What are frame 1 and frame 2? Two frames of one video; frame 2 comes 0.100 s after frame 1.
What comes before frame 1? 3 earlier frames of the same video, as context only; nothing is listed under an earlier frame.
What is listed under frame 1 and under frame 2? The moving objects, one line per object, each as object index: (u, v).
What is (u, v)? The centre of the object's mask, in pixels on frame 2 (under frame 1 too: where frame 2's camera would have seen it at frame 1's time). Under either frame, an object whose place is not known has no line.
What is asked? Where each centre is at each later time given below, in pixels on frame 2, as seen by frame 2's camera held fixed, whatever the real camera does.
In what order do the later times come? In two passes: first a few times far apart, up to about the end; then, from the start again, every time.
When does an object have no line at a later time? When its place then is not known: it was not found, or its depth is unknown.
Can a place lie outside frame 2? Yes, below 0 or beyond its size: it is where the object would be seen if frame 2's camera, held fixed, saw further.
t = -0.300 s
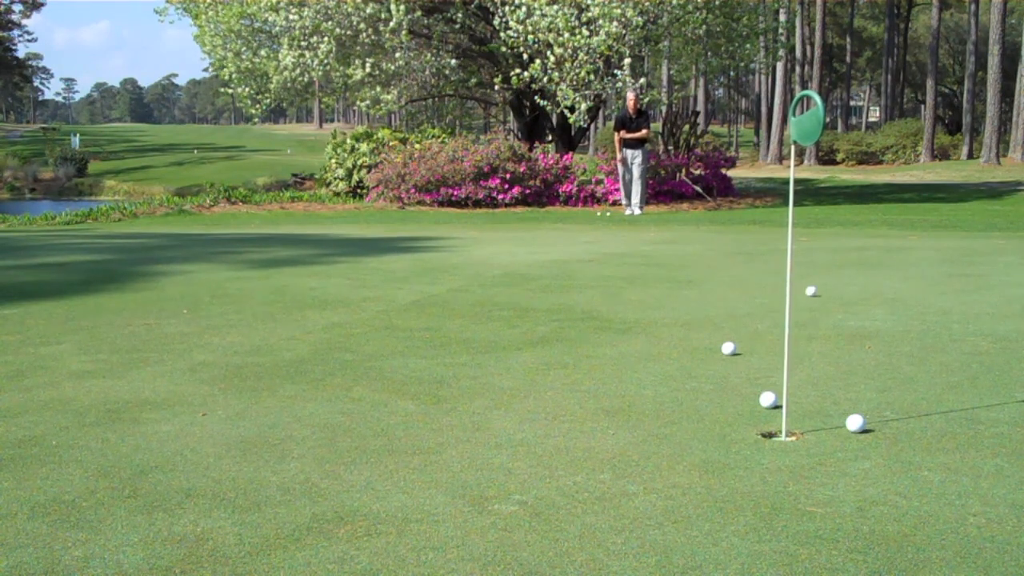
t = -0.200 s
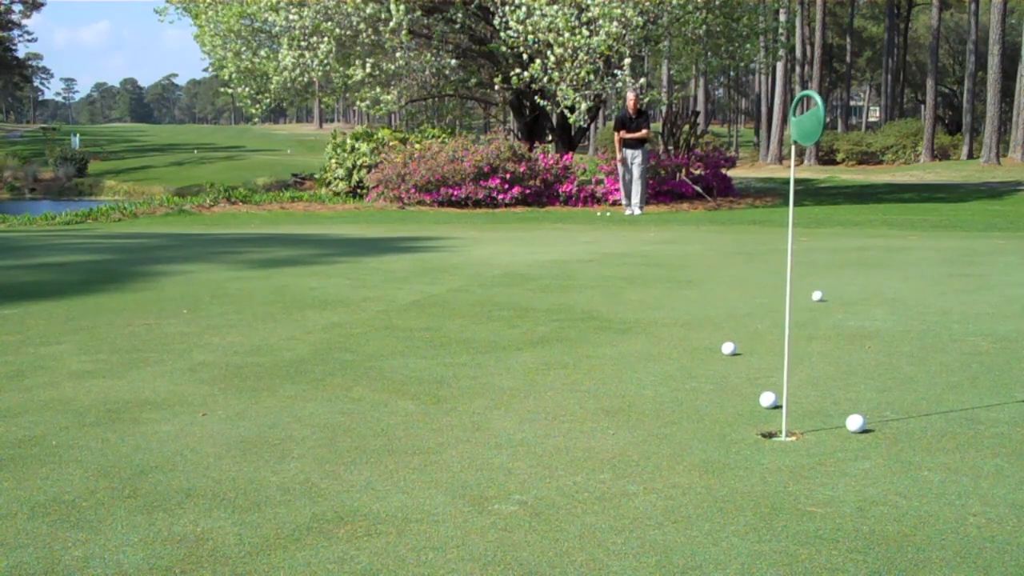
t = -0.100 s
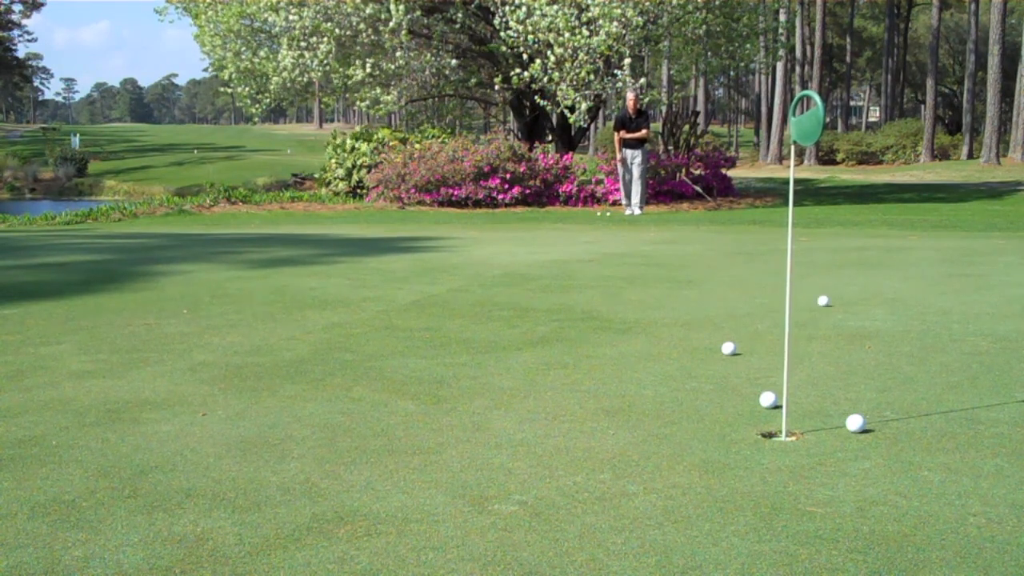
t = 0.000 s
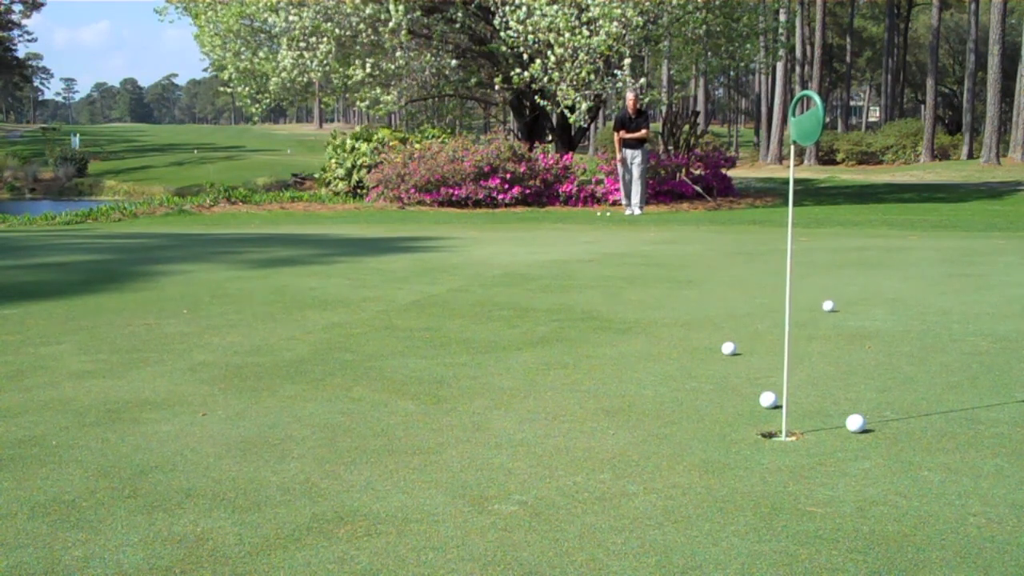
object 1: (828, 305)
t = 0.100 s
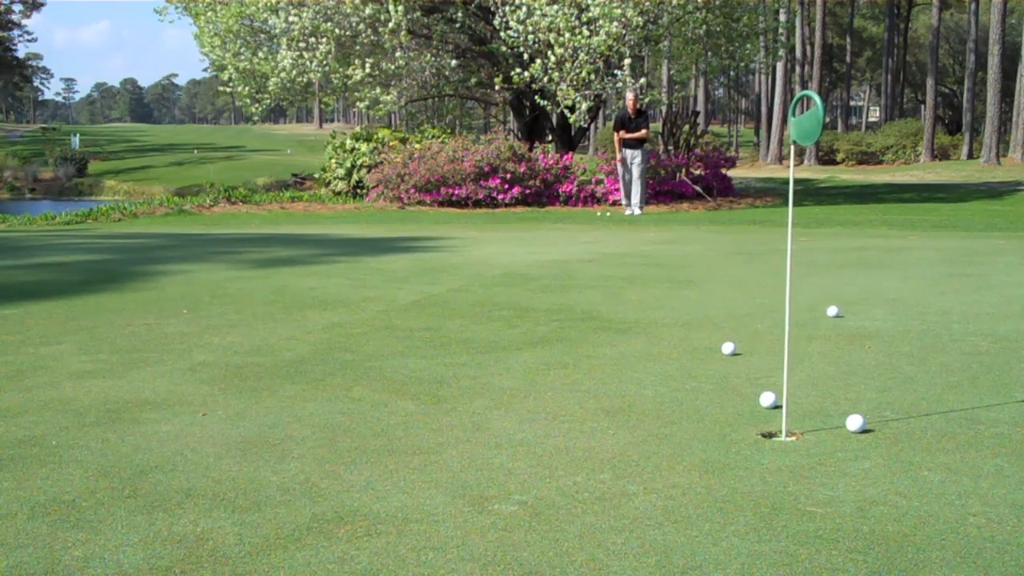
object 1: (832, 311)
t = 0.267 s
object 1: (838, 320)
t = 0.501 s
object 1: (842, 335)
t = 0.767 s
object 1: (841, 351)
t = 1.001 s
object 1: (835, 364)
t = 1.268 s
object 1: (822, 380)
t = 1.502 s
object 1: (807, 393)
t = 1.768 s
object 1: (782, 405)
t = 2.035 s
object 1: (756, 415)
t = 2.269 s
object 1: (734, 421)
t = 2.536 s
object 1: (717, 425)
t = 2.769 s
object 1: (706, 427)
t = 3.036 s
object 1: (703, 427)
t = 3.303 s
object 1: (703, 427)
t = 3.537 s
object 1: (703, 427)
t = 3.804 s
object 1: (703, 427)
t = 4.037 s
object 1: (703, 427)
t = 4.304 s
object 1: (703, 427)
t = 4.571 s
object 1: (703, 427)
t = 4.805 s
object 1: (703, 427)
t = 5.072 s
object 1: (703, 427)
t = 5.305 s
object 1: (703, 427)
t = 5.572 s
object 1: (703, 427)
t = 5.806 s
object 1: (703, 427)
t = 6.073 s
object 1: (703, 427)
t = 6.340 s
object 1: (703, 427)
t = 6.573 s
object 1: (703, 427)
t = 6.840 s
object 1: (703, 427)
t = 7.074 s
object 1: (703, 427)
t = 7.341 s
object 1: (703, 427)
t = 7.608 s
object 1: (703, 427)
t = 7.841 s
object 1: (703, 427)
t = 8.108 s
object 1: (703, 427)
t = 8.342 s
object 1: (703, 427)
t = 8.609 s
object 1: (703, 427)
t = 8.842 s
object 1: (703, 427)
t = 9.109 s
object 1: (703, 427)
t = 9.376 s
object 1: (703, 427)
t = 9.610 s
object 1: (703, 427)
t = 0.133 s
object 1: (833, 312)
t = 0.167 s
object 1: (835, 314)
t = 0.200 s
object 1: (836, 317)
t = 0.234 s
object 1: (837, 318)
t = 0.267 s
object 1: (838, 320)
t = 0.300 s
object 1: (839, 323)
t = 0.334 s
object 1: (839, 324)
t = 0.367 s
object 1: (841, 326)
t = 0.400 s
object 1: (841, 329)
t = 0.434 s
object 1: (841, 331)
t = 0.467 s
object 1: (842, 333)
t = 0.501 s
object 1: (842, 335)
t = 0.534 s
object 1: (842, 337)
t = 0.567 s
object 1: (842, 338)
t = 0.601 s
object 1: (842, 340)
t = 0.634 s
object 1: (842, 343)
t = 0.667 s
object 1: (842, 344)
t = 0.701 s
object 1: (842, 346)
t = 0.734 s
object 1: (841, 349)
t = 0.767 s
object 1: (841, 351)
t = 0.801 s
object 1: (840, 352)
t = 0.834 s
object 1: (839, 354)
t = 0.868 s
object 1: (839, 356)
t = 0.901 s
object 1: (838, 359)
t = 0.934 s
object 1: (837, 360)
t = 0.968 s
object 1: (836, 362)
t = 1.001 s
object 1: (835, 364)
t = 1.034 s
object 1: (834, 367)
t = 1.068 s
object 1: (832, 369)
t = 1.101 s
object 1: (831, 370)
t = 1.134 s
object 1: (829, 372)
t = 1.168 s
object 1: (827, 375)
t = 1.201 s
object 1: (826, 376)
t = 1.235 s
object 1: (824, 378)
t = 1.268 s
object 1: (822, 380)
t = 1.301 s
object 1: (820, 382)
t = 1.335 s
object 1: (818, 384)
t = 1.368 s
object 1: (817, 386)
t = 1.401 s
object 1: (814, 388)
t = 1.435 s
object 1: (812, 390)
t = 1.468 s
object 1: (810, 392)
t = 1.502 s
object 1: (807, 393)
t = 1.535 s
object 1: (804, 395)
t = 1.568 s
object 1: (801, 397)
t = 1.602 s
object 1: (798, 398)
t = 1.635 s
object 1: (795, 400)
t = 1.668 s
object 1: (793, 401)
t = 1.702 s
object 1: (789, 403)
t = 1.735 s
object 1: (786, 404)
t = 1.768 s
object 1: (782, 405)
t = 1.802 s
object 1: (777, 407)
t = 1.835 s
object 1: (775, 409)
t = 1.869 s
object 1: (772, 410)
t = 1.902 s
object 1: (769, 411)
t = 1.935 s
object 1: (766, 413)
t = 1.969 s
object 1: (763, 414)
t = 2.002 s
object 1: (759, 415)
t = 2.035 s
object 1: (756, 415)
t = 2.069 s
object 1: (752, 416)
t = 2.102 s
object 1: (749, 417)
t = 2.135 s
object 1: (746, 418)
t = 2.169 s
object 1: (743, 419)
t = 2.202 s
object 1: (740, 420)
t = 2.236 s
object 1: (737, 420)
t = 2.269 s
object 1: (734, 421)
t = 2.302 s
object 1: (732, 422)
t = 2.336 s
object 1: (730, 423)
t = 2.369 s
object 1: (728, 423)
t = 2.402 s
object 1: (726, 424)
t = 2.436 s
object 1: (723, 424)
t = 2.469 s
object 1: (721, 425)
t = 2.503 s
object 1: (719, 425)
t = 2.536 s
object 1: (717, 425)
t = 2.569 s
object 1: (715, 426)
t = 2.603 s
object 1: (713, 426)
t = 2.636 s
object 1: (712, 426)
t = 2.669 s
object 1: (710, 426)
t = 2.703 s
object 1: (709, 427)
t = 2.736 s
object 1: (707, 427)
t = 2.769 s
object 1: (706, 427)
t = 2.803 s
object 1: (705, 427)
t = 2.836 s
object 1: (704, 427)
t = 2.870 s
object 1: (703, 427)
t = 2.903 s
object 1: (702, 426)
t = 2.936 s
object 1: (702, 427)
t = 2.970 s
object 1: (702, 427)
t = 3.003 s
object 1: (703, 427)
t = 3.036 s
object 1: (703, 427)
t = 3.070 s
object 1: (703, 427)
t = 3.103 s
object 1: (703, 427)
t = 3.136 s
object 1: (703, 427)
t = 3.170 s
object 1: (703, 427)
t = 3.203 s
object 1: (703, 427)
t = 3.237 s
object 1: (703, 427)
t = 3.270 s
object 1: (703, 427)
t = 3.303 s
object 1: (703, 427)
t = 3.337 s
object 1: (703, 427)
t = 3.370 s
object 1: (703, 427)
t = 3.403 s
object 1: (703, 427)
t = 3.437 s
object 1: (703, 427)
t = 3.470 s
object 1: (703, 427)
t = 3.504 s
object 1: (703, 427)
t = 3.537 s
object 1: (703, 427)
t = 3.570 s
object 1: (703, 427)
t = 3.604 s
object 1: (703, 427)
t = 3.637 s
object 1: (703, 427)
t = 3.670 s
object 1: (703, 427)
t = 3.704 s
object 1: (703, 427)
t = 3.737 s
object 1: (703, 427)
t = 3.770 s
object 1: (703, 427)
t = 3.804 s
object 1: (703, 427)
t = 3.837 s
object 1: (703, 427)
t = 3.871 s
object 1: (703, 427)
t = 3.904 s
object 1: (703, 427)
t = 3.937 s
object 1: (703, 427)
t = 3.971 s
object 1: (703, 427)
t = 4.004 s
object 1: (703, 427)
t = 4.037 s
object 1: (703, 427)
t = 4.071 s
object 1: (703, 427)
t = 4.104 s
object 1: (703, 427)
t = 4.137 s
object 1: (703, 427)
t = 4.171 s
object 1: (703, 427)
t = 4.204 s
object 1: (703, 427)
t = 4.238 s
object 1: (703, 427)
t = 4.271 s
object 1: (703, 427)
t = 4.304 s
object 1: (703, 427)
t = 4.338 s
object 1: (703, 427)
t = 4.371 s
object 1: (703, 427)
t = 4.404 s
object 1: (703, 427)
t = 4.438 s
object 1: (703, 427)
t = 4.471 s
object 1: (703, 427)
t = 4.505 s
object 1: (703, 427)
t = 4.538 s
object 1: (703, 427)
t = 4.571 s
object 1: (703, 427)
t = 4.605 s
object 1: (703, 427)
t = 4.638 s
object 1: (703, 427)
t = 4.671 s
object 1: (703, 427)
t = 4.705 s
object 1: (703, 427)
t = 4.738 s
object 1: (703, 427)
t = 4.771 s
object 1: (703, 427)
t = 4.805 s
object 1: (703, 427)
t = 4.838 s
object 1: (703, 427)
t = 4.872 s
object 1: (703, 427)
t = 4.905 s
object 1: (703, 427)
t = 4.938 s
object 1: (703, 427)
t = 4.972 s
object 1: (703, 427)
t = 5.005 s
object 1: (703, 427)
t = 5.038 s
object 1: (703, 427)
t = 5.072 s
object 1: (703, 427)
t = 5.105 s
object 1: (703, 427)
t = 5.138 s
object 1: (703, 427)
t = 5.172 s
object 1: (703, 427)
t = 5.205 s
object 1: (703, 427)
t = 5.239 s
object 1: (703, 427)
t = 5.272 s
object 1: (703, 427)
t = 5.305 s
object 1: (703, 427)
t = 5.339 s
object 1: (703, 427)
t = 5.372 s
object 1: (703, 427)
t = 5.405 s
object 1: (703, 427)
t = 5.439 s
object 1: (703, 427)
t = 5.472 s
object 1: (703, 427)
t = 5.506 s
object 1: (703, 427)
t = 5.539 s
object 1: (703, 427)
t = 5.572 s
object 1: (703, 427)
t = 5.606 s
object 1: (703, 427)
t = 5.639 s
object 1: (703, 427)
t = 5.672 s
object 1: (703, 427)
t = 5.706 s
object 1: (703, 427)
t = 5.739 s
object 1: (703, 427)
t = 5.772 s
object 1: (703, 427)
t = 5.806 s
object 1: (703, 427)
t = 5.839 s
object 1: (703, 427)
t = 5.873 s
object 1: (703, 427)
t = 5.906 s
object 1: (703, 427)
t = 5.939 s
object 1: (703, 426)
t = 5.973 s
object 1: (703, 427)
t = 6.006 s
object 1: (703, 427)
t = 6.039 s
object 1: (703, 426)
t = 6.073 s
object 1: (703, 427)
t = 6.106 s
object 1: (703, 427)
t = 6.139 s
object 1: (703, 427)
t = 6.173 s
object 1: (703, 427)
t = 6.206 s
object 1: (703, 427)
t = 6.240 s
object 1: (703, 427)
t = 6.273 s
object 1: (703, 427)
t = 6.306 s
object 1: (703, 427)
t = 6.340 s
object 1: (703, 427)
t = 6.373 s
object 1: (703, 427)
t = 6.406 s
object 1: (703, 427)
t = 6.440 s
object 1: (703, 427)
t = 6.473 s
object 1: (703, 427)
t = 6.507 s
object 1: (703, 427)
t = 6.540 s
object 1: (703, 427)
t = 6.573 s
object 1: (703, 427)
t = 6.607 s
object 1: (703, 427)
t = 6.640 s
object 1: (703, 427)
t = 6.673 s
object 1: (703, 427)
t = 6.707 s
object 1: (703, 427)
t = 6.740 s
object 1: (703, 427)
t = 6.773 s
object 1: (703, 427)
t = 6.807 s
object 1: (703, 427)
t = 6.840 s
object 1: (703, 427)
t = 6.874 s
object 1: (703, 427)
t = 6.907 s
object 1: (703, 427)
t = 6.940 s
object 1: (703, 427)
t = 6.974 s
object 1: (703, 427)
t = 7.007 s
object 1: (703, 427)
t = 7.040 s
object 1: (703, 427)
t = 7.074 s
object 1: (703, 427)
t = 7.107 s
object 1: (703, 427)
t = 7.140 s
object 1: (703, 427)
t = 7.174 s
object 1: (703, 427)
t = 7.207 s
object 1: (703, 427)
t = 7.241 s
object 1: (703, 427)
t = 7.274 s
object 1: (703, 427)
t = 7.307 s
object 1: (703, 427)
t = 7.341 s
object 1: (703, 427)
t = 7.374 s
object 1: (703, 427)
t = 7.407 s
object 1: (703, 427)
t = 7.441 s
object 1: (703, 427)
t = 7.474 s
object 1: (703, 427)
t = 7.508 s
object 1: (703, 427)
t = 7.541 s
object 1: (703, 427)
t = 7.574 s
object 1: (703, 427)
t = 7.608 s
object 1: (703, 427)
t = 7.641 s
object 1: (703, 427)
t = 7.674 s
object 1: (703, 427)
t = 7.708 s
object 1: (703, 427)
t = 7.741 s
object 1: (703, 427)
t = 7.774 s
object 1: (703, 427)
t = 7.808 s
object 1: (703, 427)
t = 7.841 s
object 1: (703, 427)
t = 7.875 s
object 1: (703, 427)
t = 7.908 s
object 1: (703, 427)
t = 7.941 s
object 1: (703, 427)
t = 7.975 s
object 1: (703, 427)
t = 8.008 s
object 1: (703, 427)
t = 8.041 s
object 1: (703, 427)
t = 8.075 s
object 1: (703, 426)
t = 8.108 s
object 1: (703, 427)
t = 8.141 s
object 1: (703, 427)
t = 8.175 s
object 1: (703, 427)
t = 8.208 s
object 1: (703, 427)
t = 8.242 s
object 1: (703, 427)
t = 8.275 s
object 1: (703, 427)
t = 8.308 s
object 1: (703, 427)
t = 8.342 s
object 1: (703, 427)
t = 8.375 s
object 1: (703, 427)
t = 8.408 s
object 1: (703, 427)
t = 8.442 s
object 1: (703, 427)
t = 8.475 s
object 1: (703, 427)
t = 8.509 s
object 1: (703, 427)
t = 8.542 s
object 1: (703, 427)
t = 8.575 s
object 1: (703, 427)
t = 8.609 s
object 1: (703, 427)
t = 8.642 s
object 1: (703, 427)
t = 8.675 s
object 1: (703, 427)
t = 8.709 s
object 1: (703, 427)
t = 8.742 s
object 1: (703, 427)
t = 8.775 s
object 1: (703, 427)
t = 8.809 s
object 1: (703, 427)
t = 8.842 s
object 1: (703, 427)
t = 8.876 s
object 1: (703, 427)
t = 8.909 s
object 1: (703, 427)
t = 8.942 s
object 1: (703, 427)
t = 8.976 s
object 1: (703, 427)
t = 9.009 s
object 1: (703, 427)
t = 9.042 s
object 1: (703, 427)
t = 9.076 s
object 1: (703, 427)
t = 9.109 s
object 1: (703, 427)
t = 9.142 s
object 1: (703, 427)
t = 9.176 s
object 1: (703, 427)
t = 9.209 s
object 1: (703, 427)
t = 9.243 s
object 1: (703, 427)
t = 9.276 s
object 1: (703, 427)
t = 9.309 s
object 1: (703, 427)
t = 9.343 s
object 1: (703, 427)
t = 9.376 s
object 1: (703, 427)
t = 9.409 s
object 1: (703, 427)
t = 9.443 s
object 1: (703, 427)
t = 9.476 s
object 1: (703, 427)
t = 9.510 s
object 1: (703, 427)
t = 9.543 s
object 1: (703, 427)
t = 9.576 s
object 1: (703, 427)
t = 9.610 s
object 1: (703, 427)
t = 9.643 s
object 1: (703, 427)
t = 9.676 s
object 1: (703, 427)
